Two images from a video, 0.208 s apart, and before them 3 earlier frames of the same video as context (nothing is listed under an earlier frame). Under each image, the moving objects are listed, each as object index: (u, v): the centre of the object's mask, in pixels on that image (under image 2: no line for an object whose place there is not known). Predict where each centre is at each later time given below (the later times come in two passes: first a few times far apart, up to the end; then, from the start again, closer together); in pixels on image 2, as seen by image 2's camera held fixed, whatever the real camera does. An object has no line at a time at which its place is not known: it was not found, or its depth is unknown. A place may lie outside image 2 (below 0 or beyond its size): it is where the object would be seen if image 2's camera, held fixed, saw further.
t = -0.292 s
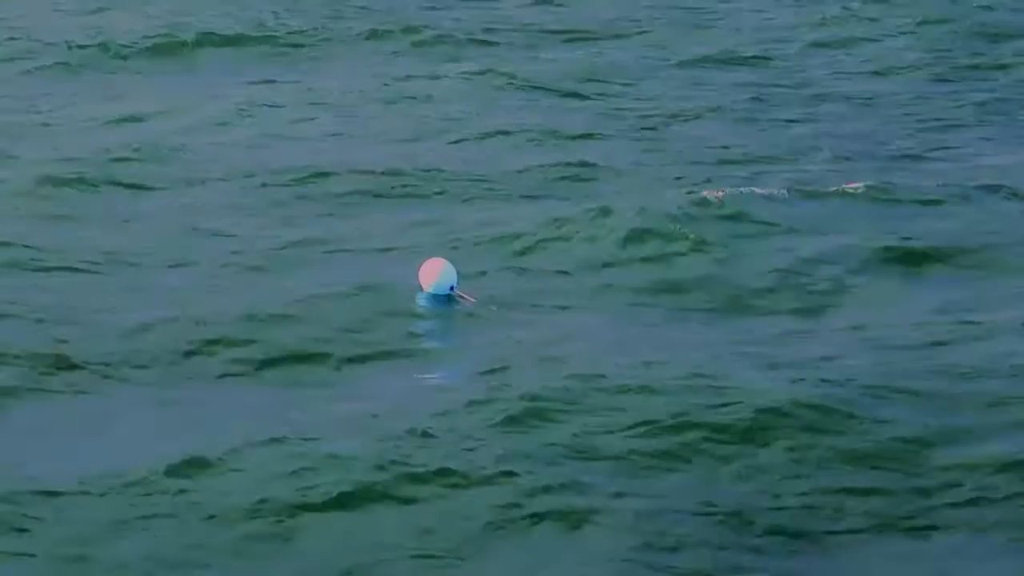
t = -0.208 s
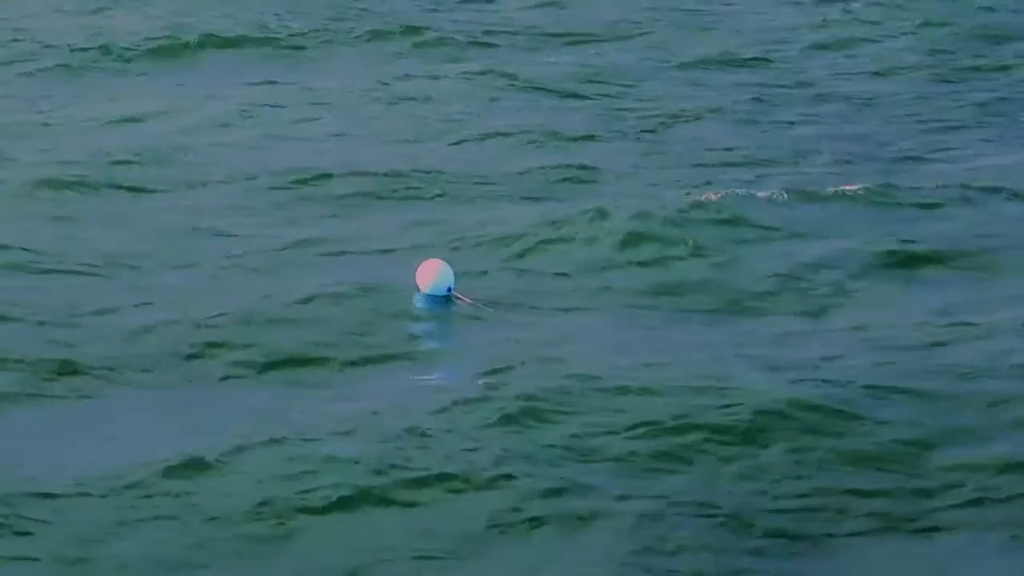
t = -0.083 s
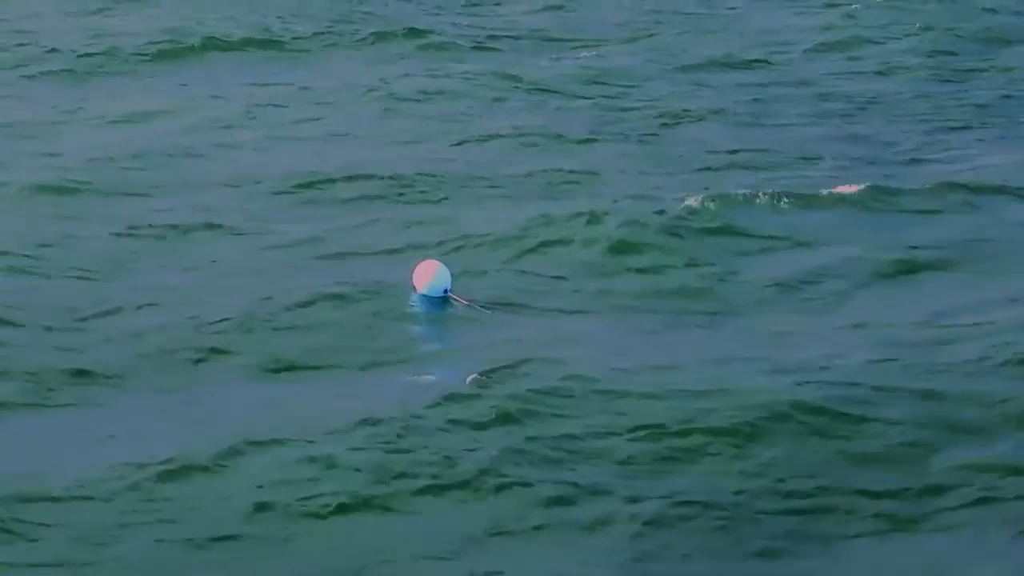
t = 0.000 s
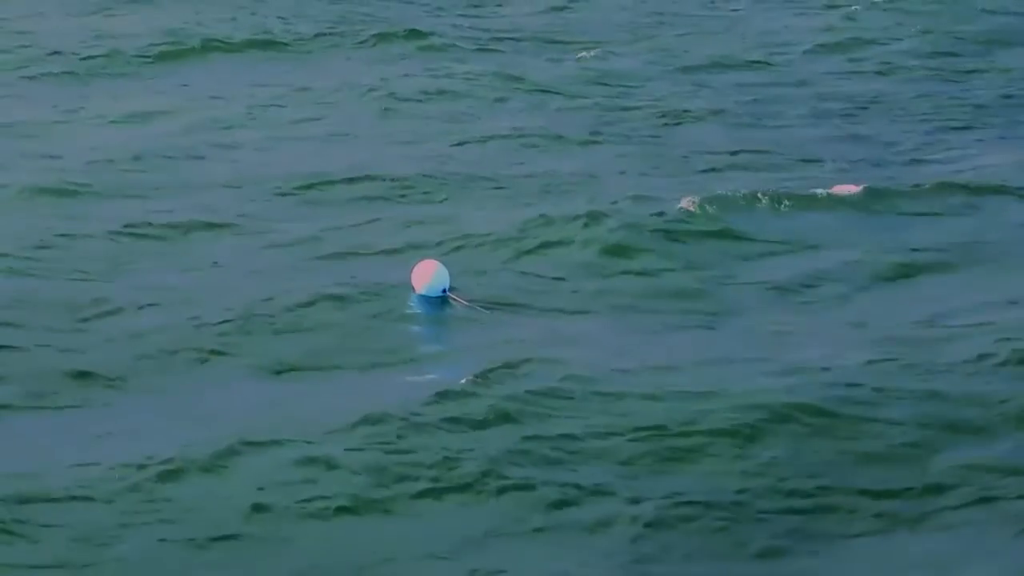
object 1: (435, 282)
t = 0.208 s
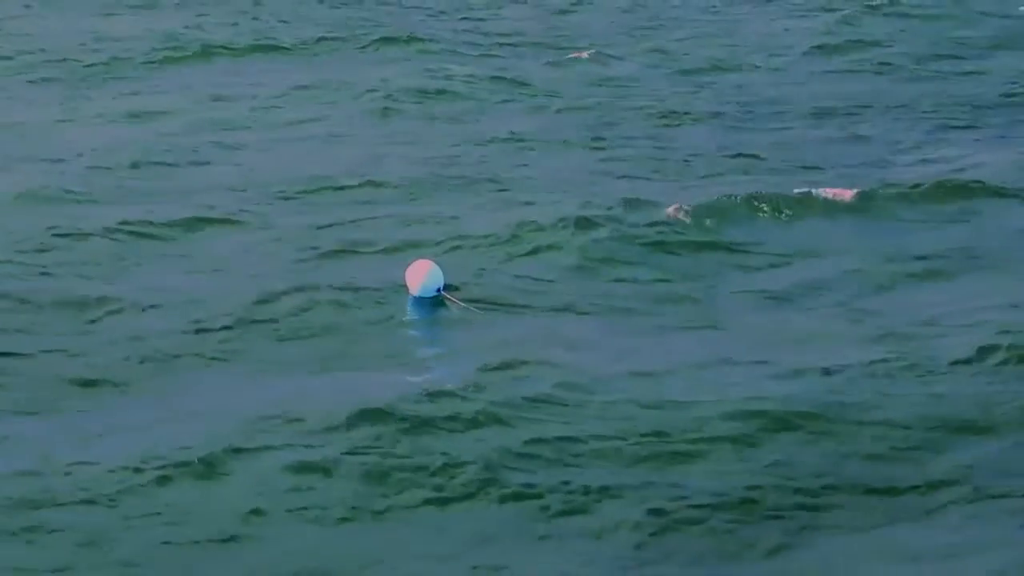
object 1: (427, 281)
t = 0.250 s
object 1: (425, 280)
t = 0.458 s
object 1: (418, 281)
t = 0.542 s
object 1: (415, 283)
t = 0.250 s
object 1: (425, 280)
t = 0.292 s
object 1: (422, 279)
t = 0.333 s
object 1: (422, 280)
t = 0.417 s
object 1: (420, 281)
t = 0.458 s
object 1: (418, 281)
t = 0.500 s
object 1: (416, 283)
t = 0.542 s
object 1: (415, 283)
